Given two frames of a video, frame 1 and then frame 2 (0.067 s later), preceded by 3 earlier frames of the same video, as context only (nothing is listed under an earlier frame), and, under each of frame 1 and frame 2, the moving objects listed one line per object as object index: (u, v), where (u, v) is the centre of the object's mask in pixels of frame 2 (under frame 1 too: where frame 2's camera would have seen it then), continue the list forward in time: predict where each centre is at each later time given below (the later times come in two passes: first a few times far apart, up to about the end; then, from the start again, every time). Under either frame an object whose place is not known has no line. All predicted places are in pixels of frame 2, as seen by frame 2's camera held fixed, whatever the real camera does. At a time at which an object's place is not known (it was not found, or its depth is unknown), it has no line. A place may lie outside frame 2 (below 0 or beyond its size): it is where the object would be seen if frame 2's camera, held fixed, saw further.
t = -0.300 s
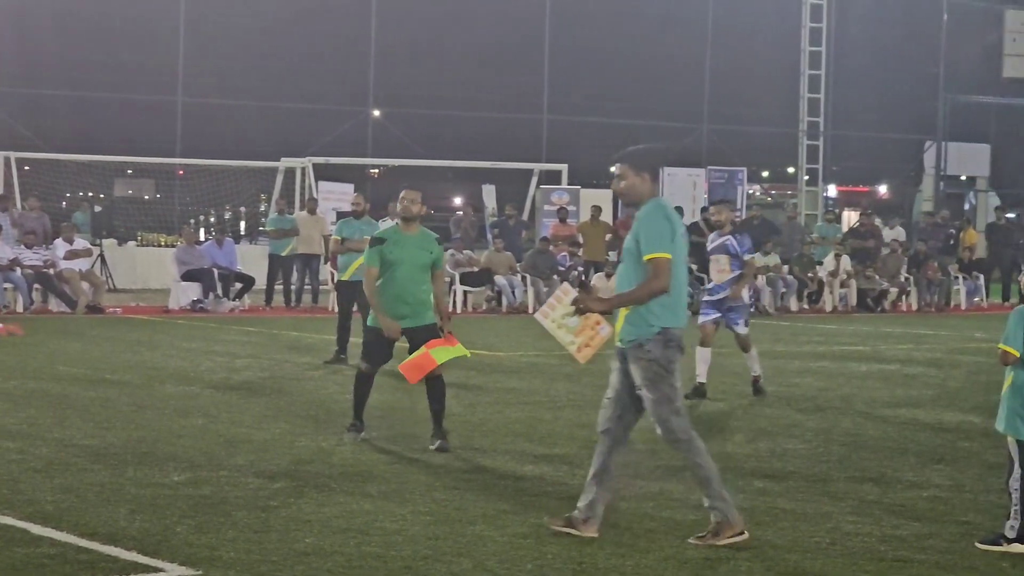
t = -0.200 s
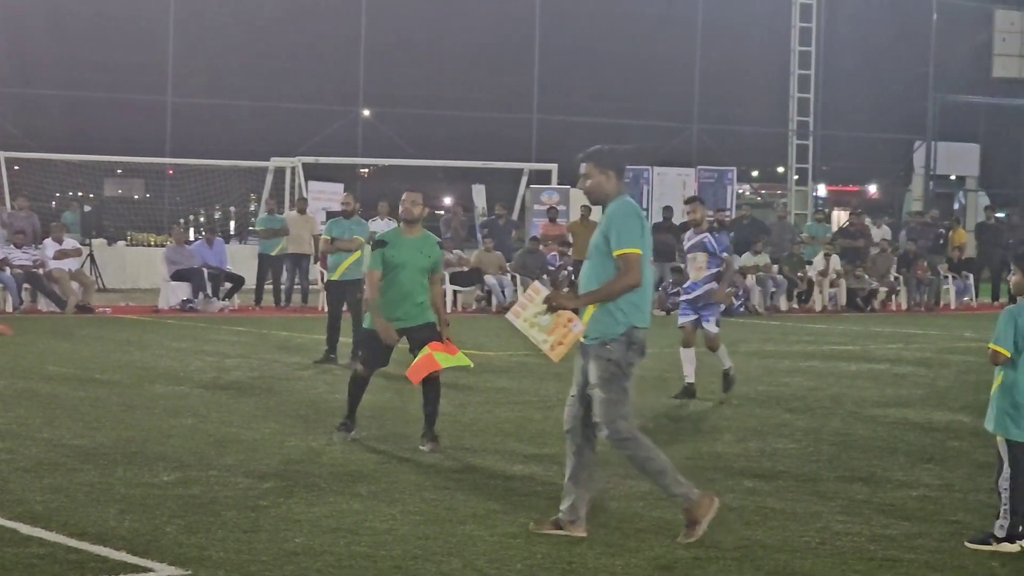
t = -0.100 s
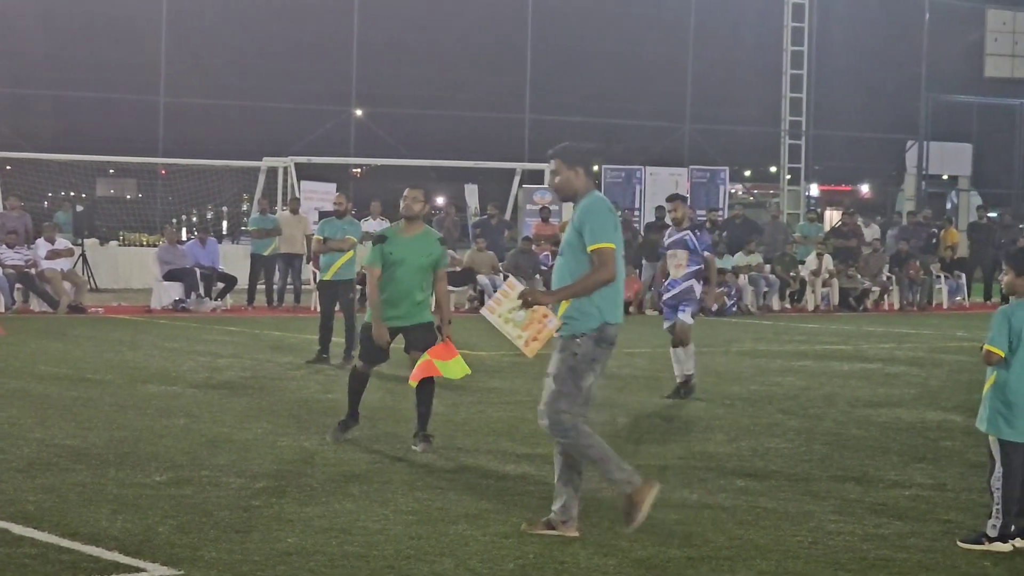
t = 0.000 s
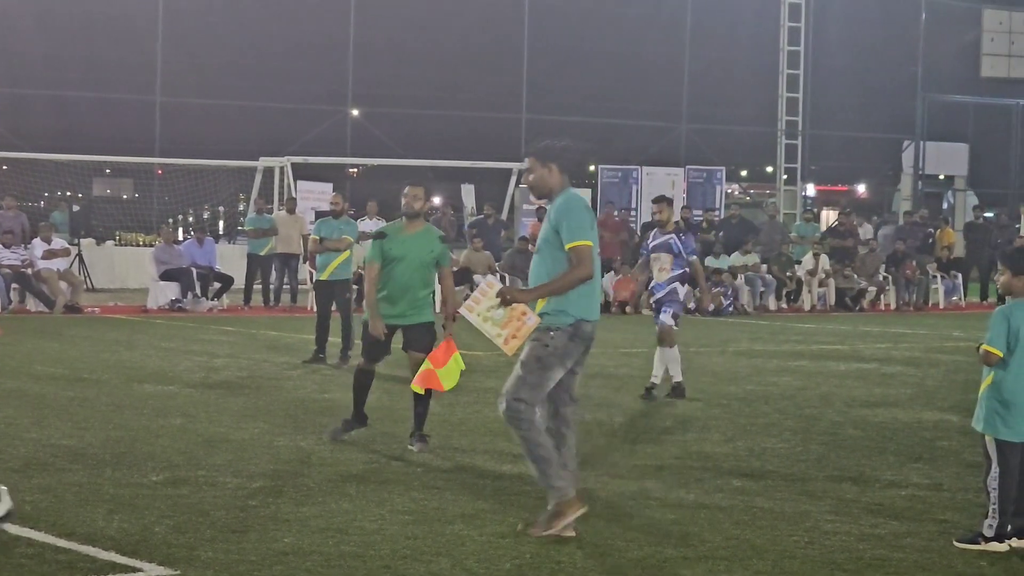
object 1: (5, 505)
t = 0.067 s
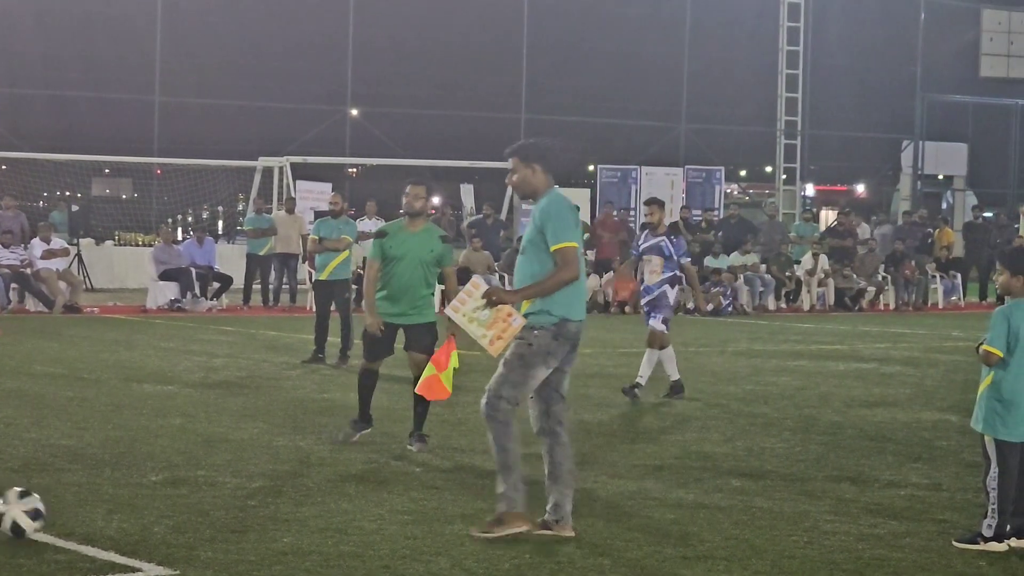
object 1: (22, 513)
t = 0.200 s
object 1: (83, 506)
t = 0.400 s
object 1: (173, 508)
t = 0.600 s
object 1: (254, 505)
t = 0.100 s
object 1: (36, 514)
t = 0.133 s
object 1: (51, 509)
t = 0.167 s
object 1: (67, 506)
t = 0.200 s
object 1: (83, 506)
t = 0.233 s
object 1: (98, 508)
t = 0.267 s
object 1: (112, 511)
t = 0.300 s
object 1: (128, 508)
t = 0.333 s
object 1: (144, 507)
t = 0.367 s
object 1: (158, 509)
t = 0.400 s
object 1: (173, 508)
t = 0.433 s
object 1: (187, 507)
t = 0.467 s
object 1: (200, 507)
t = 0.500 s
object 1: (215, 507)
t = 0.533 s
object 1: (229, 504)
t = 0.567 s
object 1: (242, 505)
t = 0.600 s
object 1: (254, 505)
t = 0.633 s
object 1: (268, 503)
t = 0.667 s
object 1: (282, 503)
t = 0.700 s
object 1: (294, 504)
